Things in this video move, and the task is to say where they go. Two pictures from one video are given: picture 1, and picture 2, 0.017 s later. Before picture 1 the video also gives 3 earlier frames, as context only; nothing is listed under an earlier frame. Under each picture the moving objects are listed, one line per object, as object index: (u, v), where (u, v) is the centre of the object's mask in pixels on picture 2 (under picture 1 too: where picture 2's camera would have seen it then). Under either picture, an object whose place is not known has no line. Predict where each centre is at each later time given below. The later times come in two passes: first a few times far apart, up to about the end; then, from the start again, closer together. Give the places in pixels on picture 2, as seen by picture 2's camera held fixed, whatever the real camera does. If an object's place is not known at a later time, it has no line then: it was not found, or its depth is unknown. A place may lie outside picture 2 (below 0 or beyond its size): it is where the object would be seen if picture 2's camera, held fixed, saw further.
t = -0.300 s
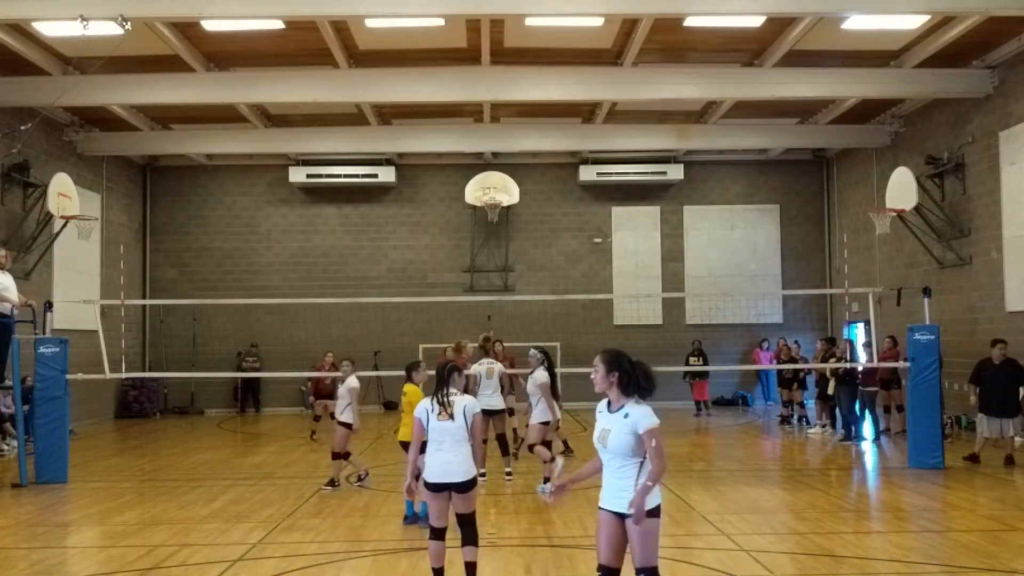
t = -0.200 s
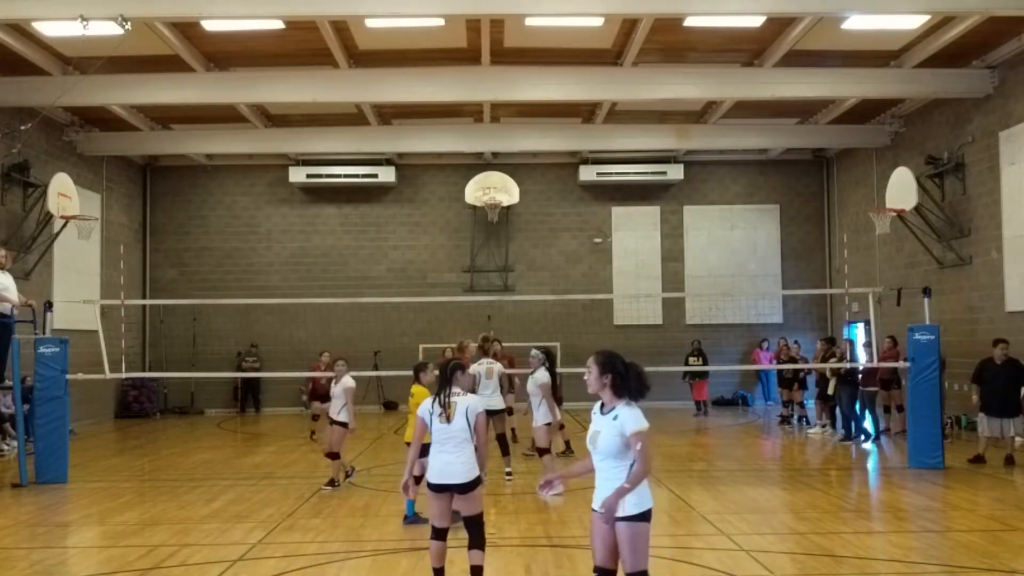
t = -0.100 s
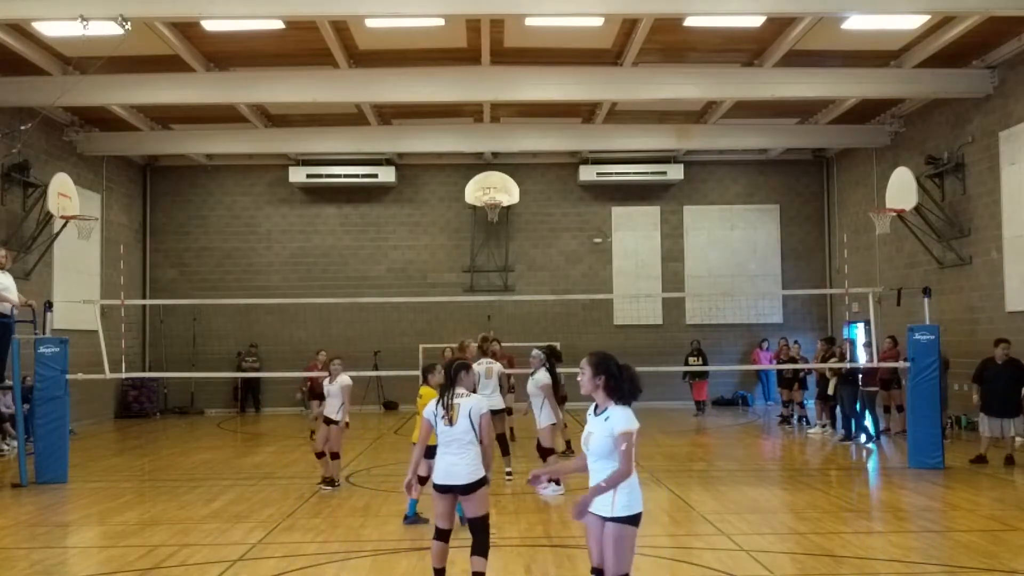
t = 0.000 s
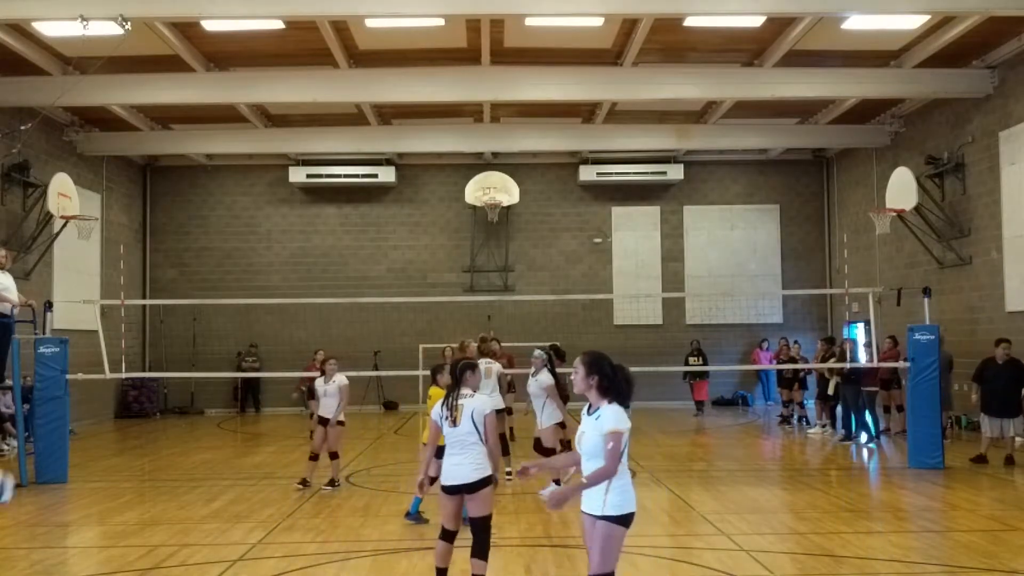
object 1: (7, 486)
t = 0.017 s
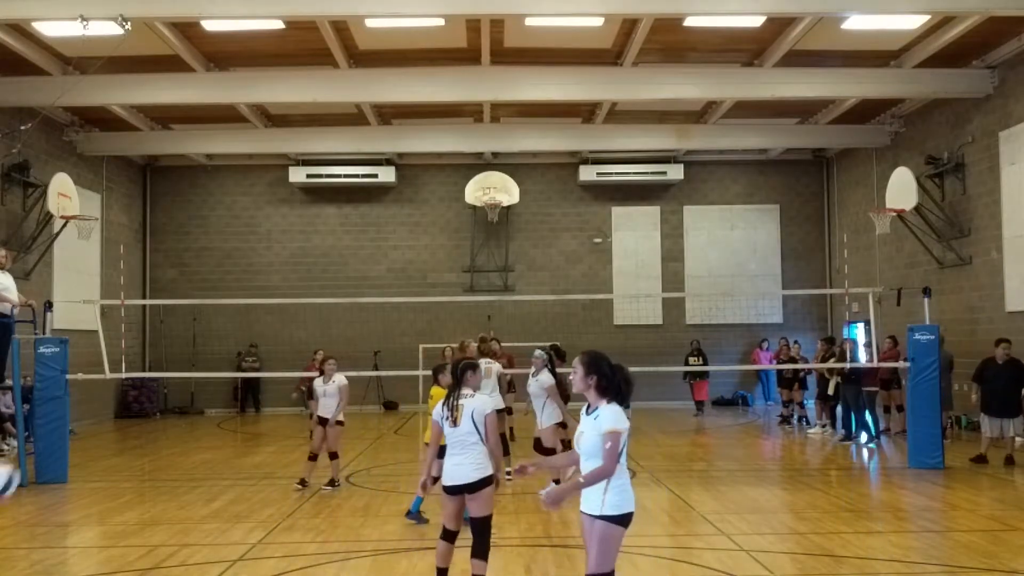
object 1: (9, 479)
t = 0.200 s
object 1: (52, 416)
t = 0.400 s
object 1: (118, 405)
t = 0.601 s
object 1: (183, 467)
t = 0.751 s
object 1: (231, 562)
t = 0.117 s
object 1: (30, 436)
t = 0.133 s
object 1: (36, 430)
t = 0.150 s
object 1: (41, 425)
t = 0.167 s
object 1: (47, 420)
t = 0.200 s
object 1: (52, 416)
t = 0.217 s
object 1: (57, 412)
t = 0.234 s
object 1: (63, 408)
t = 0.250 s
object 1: (68, 405)
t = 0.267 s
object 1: (74, 403)
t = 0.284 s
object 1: (80, 401)
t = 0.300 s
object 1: (85, 400)
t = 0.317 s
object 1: (91, 399)
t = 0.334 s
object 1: (96, 399)
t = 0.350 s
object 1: (101, 399)
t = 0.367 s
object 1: (107, 400)
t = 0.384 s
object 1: (113, 402)
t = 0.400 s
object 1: (118, 405)
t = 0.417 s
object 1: (123, 407)
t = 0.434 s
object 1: (129, 410)
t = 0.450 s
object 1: (134, 413)
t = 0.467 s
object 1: (139, 417)
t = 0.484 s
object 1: (145, 422)
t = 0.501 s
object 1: (150, 426)
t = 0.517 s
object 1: (155, 431)
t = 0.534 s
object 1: (162, 438)
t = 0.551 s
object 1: (167, 444)
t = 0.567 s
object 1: (173, 451)
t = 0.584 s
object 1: (178, 458)
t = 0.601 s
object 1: (183, 467)
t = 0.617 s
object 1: (190, 477)
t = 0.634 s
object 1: (195, 486)
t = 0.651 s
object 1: (200, 497)
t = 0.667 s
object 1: (206, 508)
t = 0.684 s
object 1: (211, 520)
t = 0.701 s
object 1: (216, 532)
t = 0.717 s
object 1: (222, 543)
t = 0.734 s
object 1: (227, 556)
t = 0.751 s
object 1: (231, 562)
